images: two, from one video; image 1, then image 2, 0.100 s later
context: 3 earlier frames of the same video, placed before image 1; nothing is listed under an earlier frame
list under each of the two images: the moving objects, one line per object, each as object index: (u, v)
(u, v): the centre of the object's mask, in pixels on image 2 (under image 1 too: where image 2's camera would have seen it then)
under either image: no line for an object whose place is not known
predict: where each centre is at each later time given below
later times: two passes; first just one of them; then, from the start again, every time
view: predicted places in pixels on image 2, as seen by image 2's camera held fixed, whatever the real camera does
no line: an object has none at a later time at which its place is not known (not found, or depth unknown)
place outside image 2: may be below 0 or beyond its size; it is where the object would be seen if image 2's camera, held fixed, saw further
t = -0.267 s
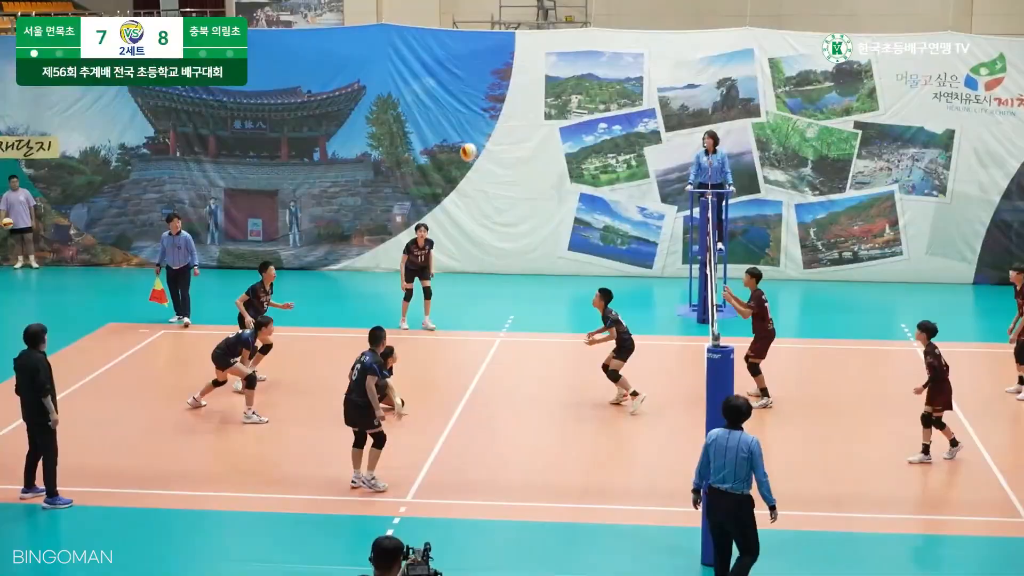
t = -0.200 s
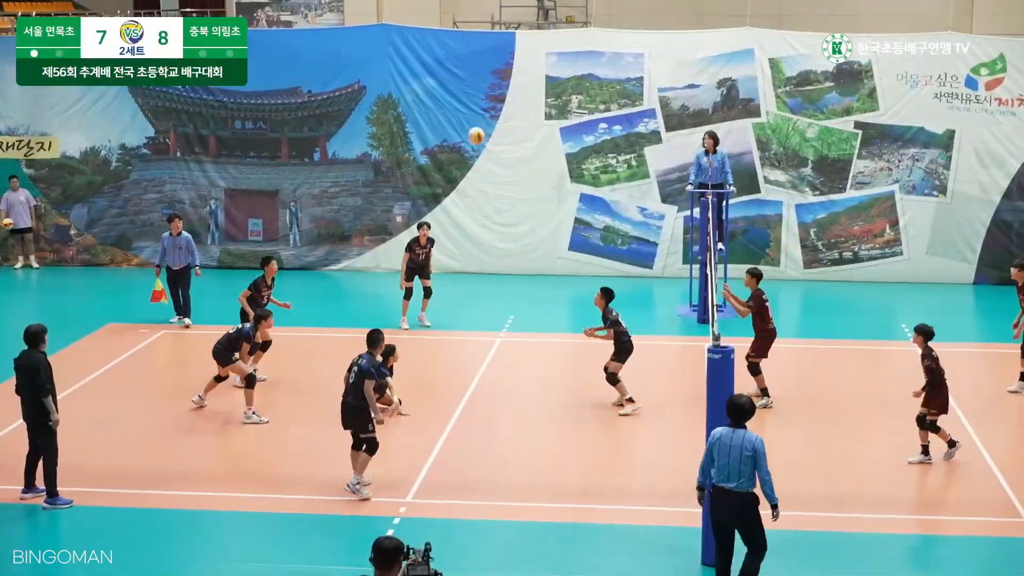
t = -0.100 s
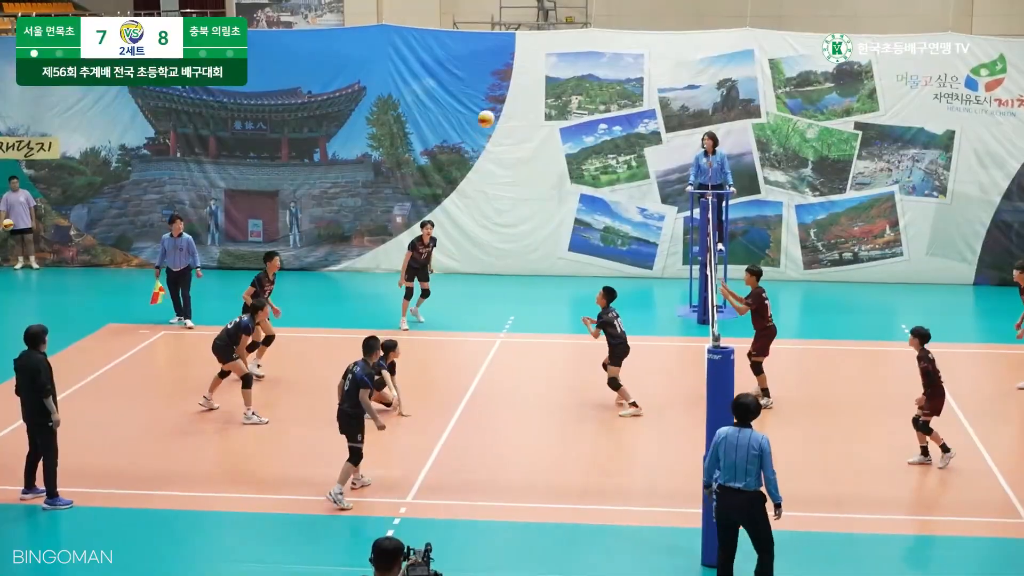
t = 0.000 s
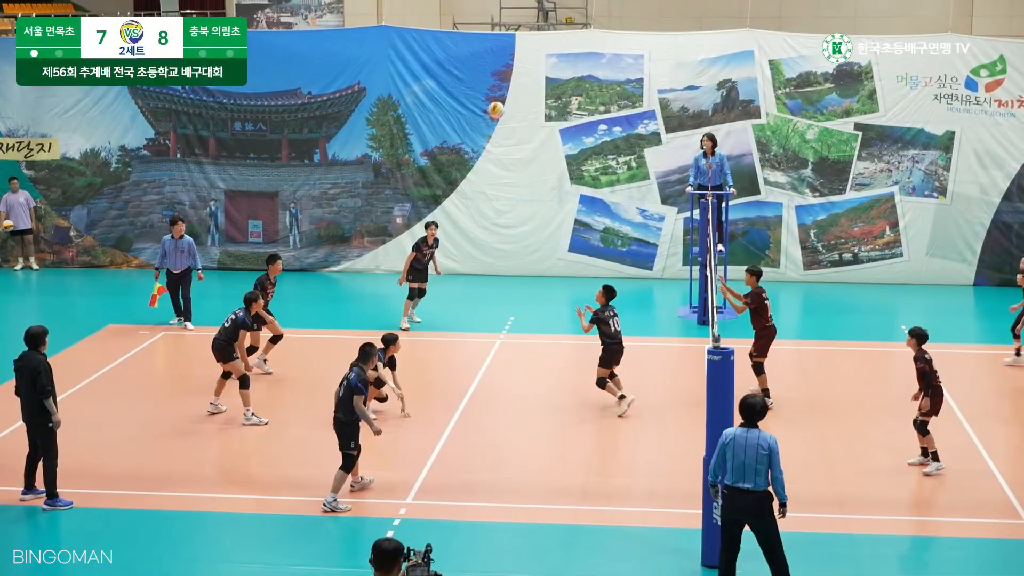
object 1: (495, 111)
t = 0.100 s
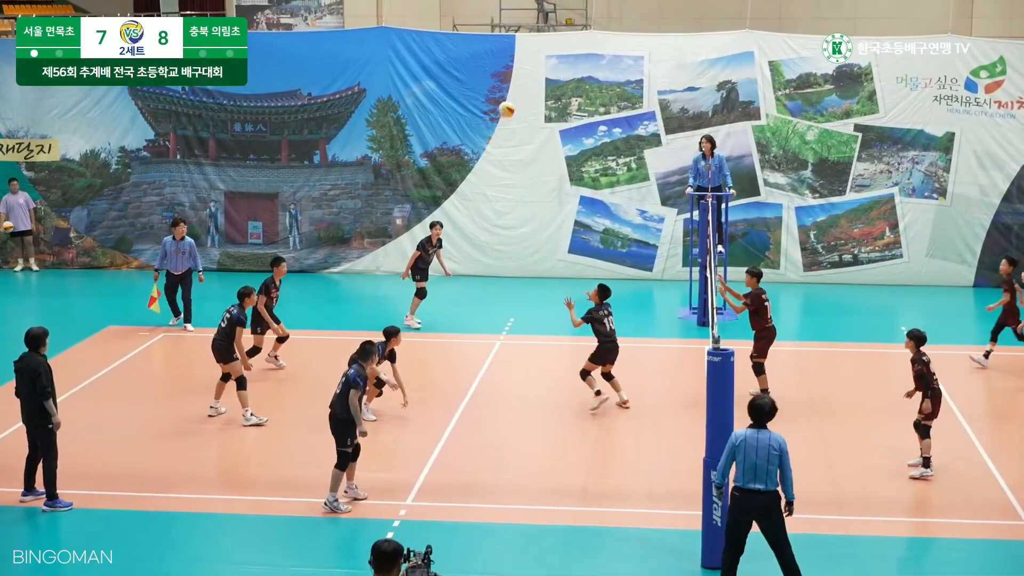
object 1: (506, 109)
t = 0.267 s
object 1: (522, 125)
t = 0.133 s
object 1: (509, 111)
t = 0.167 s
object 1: (512, 113)
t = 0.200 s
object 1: (516, 117)
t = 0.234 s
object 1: (519, 120)
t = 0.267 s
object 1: (522, 125)
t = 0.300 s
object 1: (525, 132)
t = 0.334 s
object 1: (529, 138)
